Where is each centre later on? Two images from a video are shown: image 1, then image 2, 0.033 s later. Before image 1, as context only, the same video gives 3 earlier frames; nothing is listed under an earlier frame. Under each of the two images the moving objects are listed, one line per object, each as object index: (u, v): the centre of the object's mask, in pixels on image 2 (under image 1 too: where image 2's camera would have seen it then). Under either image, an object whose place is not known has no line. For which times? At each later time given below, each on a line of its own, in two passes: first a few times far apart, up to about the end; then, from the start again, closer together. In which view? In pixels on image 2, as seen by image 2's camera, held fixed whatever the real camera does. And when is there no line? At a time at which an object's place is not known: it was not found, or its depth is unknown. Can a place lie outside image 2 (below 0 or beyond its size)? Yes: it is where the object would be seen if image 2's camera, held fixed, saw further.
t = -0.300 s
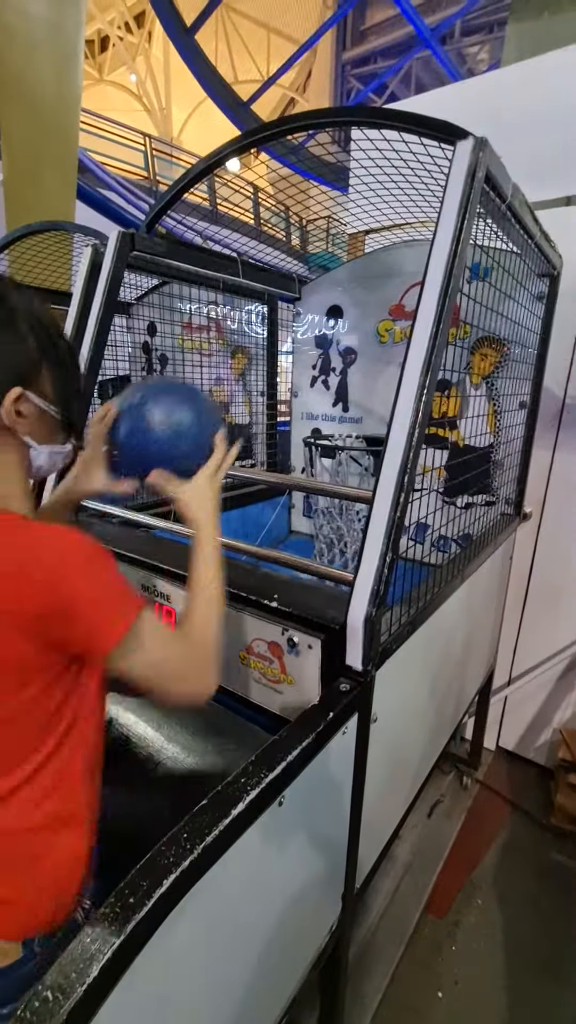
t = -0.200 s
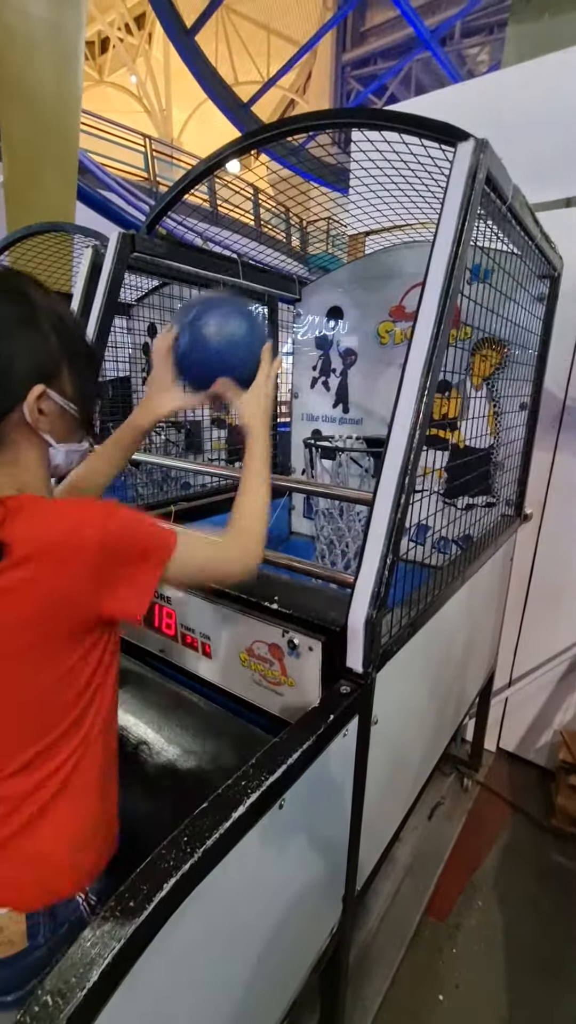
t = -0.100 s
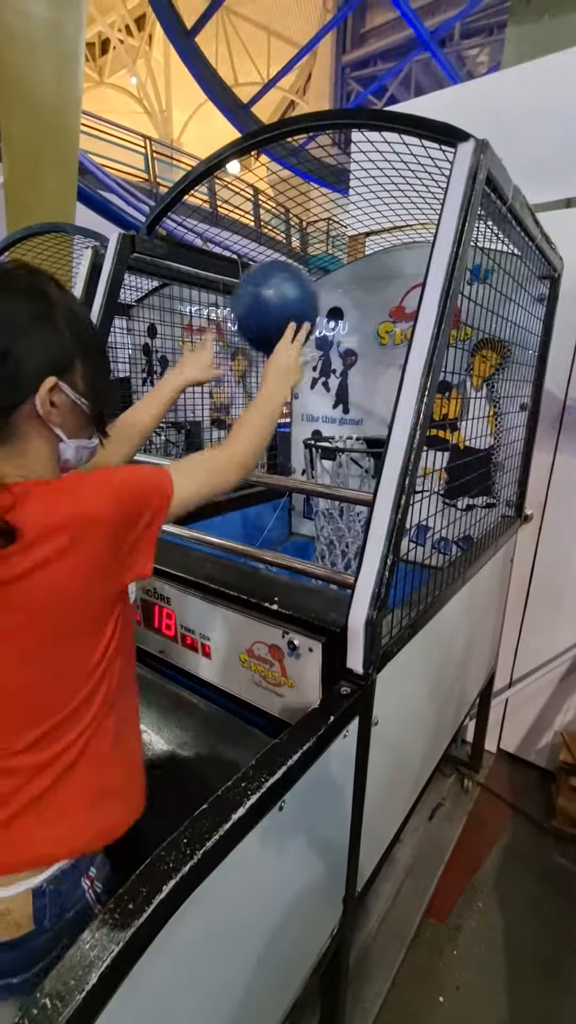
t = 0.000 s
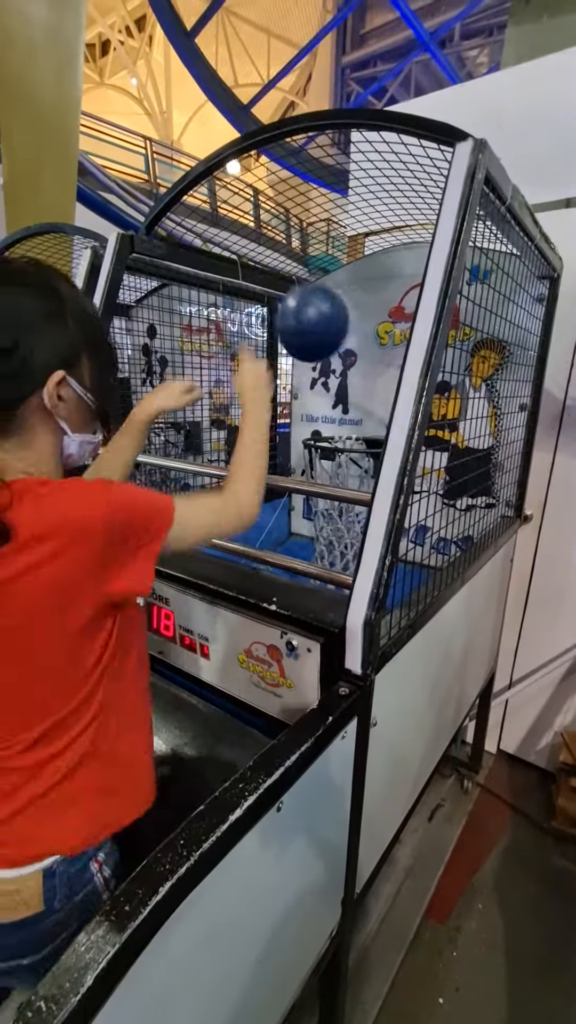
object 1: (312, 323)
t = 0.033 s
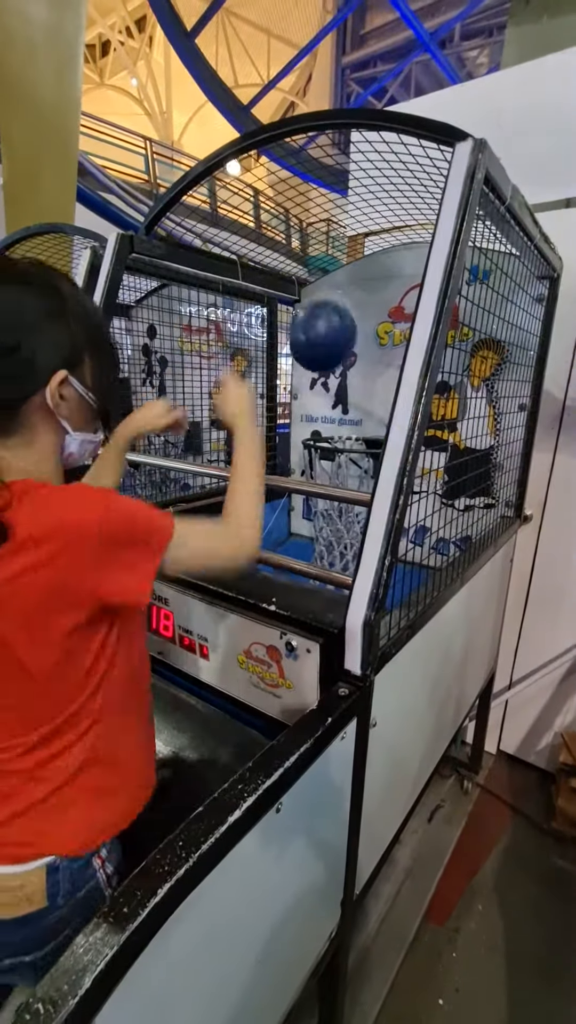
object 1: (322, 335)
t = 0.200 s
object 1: (354, 422)
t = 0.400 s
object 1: (380, 402)
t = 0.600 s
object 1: (349, 517)
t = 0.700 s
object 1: (333, 528)
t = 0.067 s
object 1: (330, 349)
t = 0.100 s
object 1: (337, 368)
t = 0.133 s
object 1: (344, 386)
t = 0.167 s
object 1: (350, 409)
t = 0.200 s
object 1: (354, 422)
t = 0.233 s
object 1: (361, 412)
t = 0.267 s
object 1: (366, 403)
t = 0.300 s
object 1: (370, 397)
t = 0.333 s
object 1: (374, 394)
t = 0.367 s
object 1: (377, 396)
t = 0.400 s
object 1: (380, 402)
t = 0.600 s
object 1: (349, 517)
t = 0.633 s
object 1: (337, 538)
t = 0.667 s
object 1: (333, 536)
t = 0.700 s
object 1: (333, 528)
